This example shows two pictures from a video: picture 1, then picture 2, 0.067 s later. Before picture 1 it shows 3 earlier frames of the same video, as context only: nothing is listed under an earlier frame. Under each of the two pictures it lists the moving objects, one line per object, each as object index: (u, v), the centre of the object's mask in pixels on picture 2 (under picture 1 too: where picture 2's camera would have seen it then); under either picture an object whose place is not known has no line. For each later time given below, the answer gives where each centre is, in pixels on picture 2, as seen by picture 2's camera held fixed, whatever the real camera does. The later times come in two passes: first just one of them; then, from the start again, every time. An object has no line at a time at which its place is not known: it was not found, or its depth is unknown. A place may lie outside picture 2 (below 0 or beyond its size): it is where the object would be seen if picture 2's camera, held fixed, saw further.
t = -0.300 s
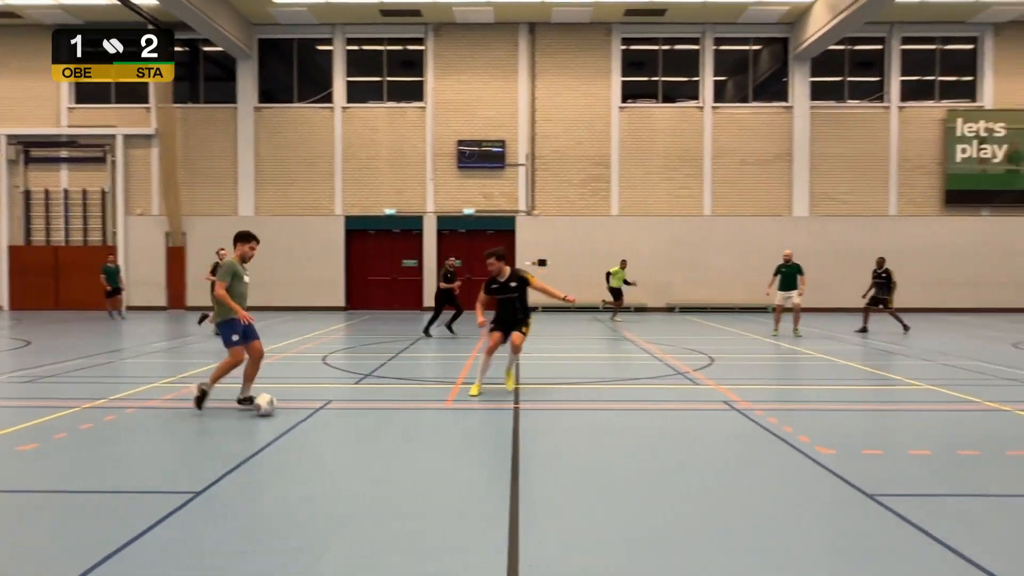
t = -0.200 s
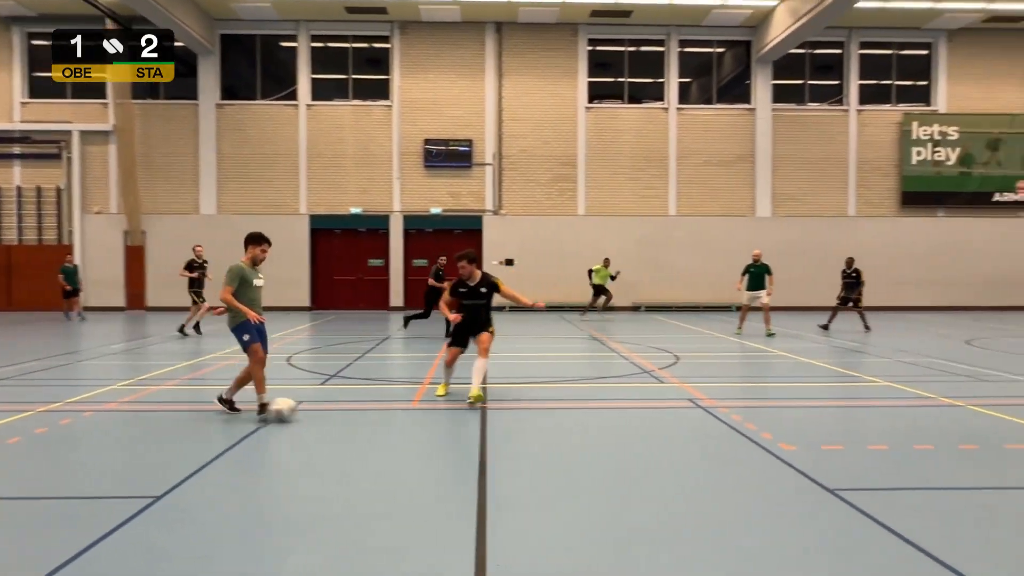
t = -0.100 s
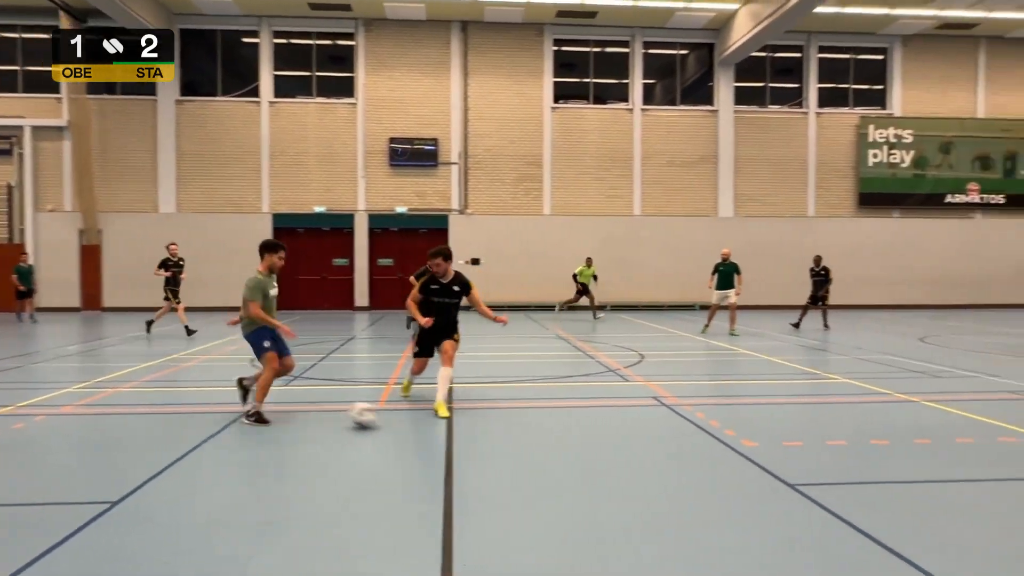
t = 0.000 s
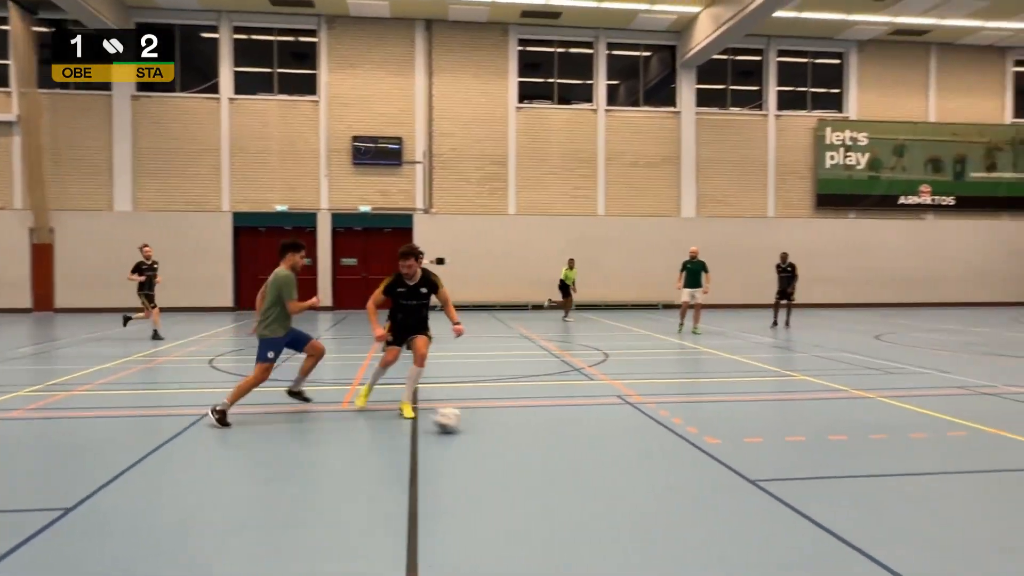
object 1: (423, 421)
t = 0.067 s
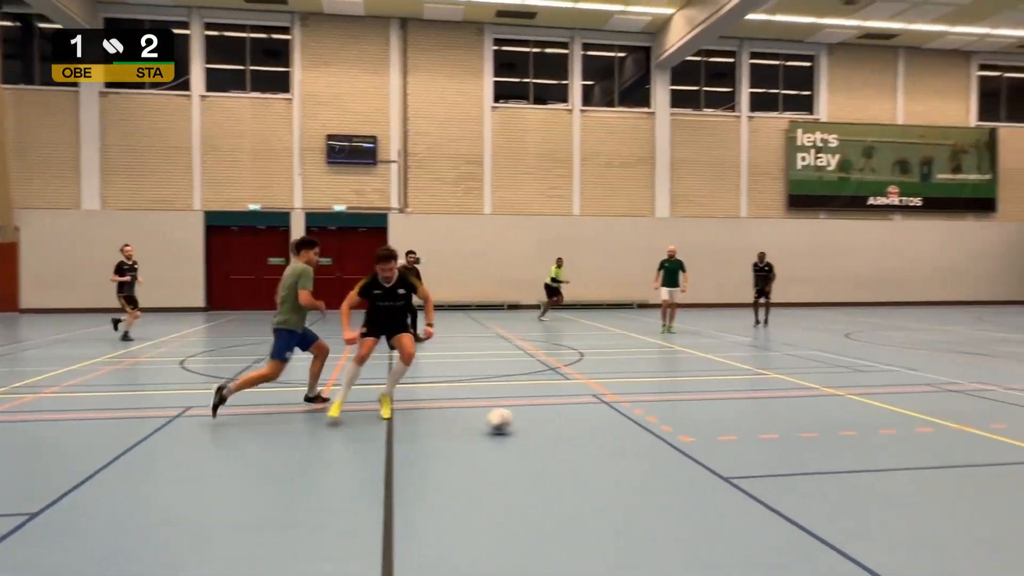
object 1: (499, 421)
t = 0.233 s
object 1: (679, 424)
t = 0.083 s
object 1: (518, 422)
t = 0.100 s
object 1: (537, 422)
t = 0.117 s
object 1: (553, 422)
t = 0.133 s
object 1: (572, 422)
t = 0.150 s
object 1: (591, 423)
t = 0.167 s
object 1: (610, 422)
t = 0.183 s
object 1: (627, 422)
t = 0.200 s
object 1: (644, 422)
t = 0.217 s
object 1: (662, 424)
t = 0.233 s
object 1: (679, 424)
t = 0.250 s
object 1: (698, 424)
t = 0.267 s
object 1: (712, 424)
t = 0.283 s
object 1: (730, 425)
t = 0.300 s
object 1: (747, 425)
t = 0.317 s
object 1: (765, 425)
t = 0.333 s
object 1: (781, 426)
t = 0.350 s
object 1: (798, 426)
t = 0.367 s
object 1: (814, 426)
